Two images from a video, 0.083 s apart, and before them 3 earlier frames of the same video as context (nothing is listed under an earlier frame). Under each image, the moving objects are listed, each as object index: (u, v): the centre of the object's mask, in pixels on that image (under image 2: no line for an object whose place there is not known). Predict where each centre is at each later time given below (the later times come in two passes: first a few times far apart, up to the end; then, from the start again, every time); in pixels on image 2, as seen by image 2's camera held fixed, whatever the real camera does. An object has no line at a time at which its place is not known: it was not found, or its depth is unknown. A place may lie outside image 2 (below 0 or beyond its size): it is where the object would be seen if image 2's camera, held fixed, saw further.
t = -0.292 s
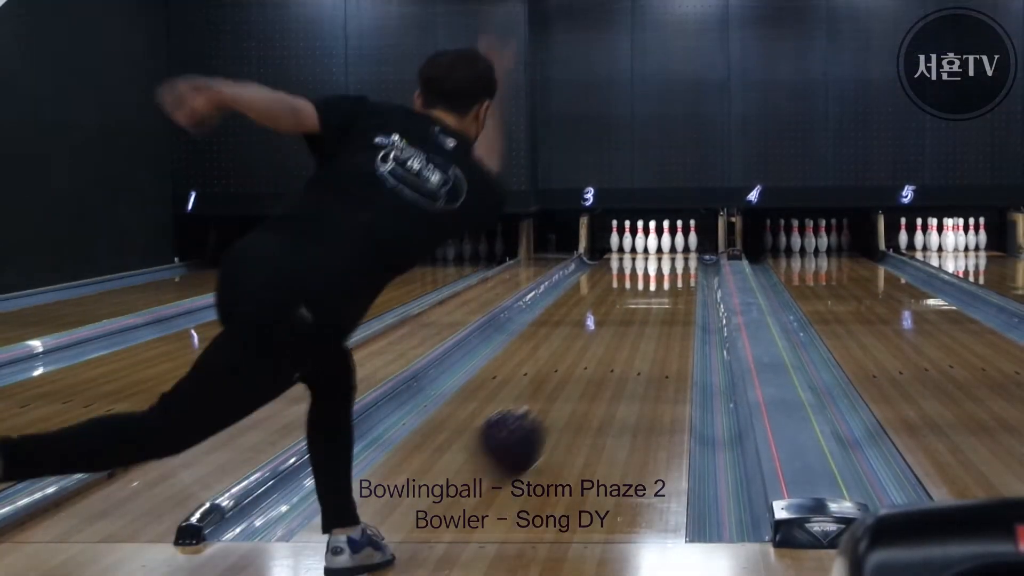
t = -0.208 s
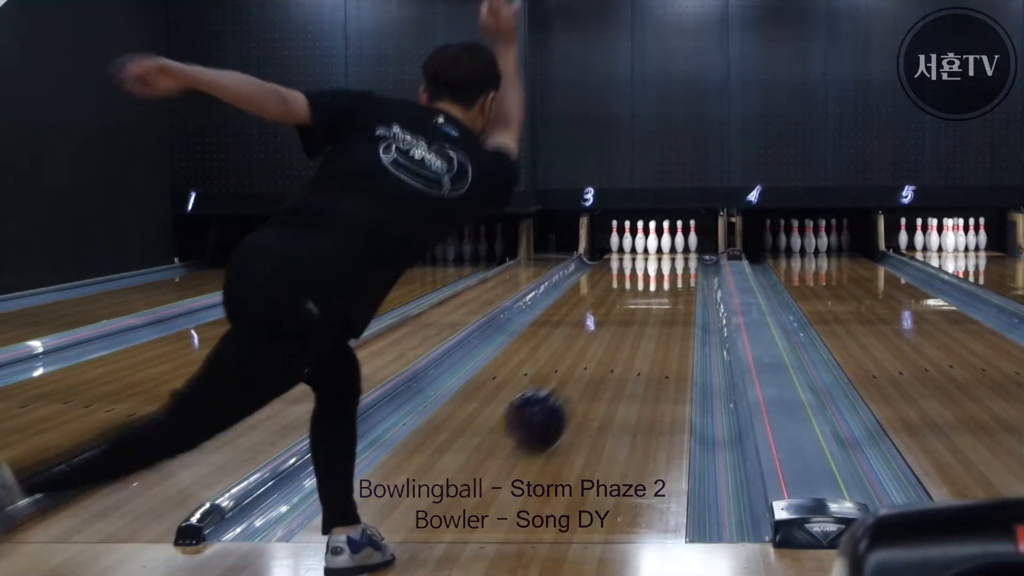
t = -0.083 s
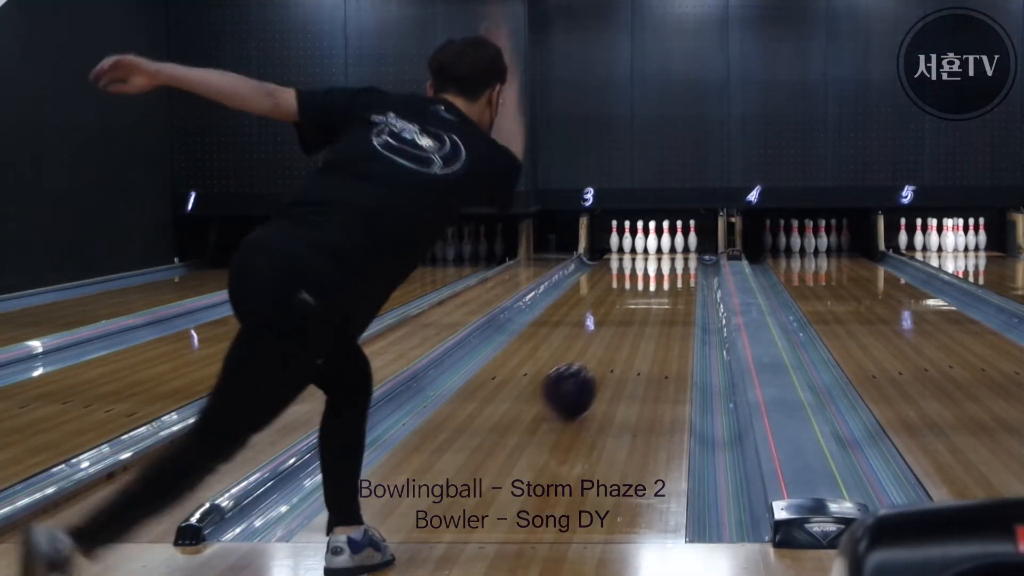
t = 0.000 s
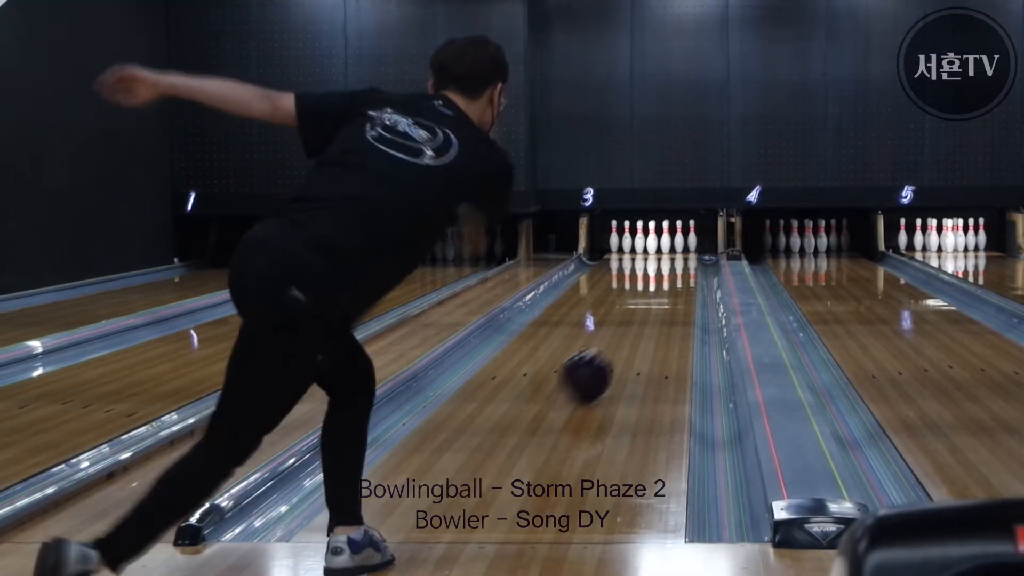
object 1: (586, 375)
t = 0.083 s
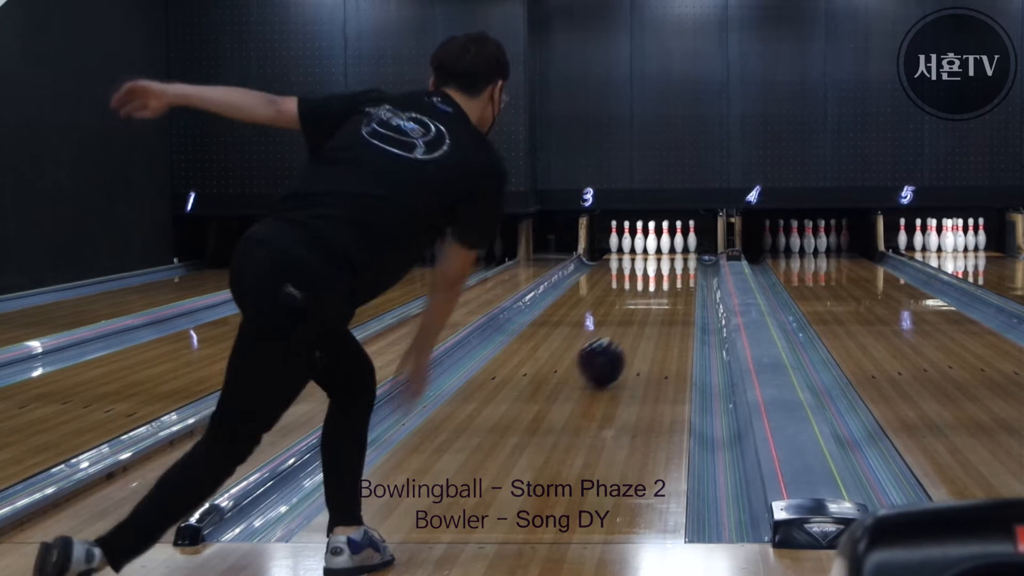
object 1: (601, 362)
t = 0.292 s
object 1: (630, 336)
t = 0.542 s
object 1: (655, 312)
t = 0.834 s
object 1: (675, 291)
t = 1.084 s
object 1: (684, 278)
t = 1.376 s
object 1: (688, 267)
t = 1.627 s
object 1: (684, 259)
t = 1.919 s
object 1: (672, 251)
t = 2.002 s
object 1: (668, 250)
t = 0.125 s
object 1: (608, 356)
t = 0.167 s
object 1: (614, 350)
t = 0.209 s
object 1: (621, 344)
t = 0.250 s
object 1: (626, 340)
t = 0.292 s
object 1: (630, 336)
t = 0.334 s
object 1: (635, 331)
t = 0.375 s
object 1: (640, 327)
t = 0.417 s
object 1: (644, 323)
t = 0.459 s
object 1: (648, 319)
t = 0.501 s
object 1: (652, 315)
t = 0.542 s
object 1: (655, 312)
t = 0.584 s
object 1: (659, 309)
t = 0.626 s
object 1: (662, 306)
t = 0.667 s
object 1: (665, 302)
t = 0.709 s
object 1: (668, 299)
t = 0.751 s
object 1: (670, 296)
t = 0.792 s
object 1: (673, 293)
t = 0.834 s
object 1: (675, 291)
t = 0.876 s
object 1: (677, 289)
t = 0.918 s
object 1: (679, 287)
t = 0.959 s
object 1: (680, 285)
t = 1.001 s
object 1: (682, 282)
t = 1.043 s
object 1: (683, 280)
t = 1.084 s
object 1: (684, 278)
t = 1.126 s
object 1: (686, 276)
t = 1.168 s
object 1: (686, 275)
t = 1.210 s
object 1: (687, 273)
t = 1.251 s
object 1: (687, 272)
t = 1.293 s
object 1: (687, 270)
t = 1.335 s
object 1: (688, 269)
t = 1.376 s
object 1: (688, 267)
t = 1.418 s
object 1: (688, 265)
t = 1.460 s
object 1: (687, 264)
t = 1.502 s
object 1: (687, 263)
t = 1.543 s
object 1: (686, 262)
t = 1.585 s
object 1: (686, 261)
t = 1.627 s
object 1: (684, 259)
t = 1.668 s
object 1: (683, 258)
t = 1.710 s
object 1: (682, 257)
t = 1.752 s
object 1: (680, 255)
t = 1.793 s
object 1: (678, 254)
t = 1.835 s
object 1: (676, 253)
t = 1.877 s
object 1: (674, 252)
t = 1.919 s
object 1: (672, 251)
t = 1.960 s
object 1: (670, 251)
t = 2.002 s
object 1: (668, 250)
